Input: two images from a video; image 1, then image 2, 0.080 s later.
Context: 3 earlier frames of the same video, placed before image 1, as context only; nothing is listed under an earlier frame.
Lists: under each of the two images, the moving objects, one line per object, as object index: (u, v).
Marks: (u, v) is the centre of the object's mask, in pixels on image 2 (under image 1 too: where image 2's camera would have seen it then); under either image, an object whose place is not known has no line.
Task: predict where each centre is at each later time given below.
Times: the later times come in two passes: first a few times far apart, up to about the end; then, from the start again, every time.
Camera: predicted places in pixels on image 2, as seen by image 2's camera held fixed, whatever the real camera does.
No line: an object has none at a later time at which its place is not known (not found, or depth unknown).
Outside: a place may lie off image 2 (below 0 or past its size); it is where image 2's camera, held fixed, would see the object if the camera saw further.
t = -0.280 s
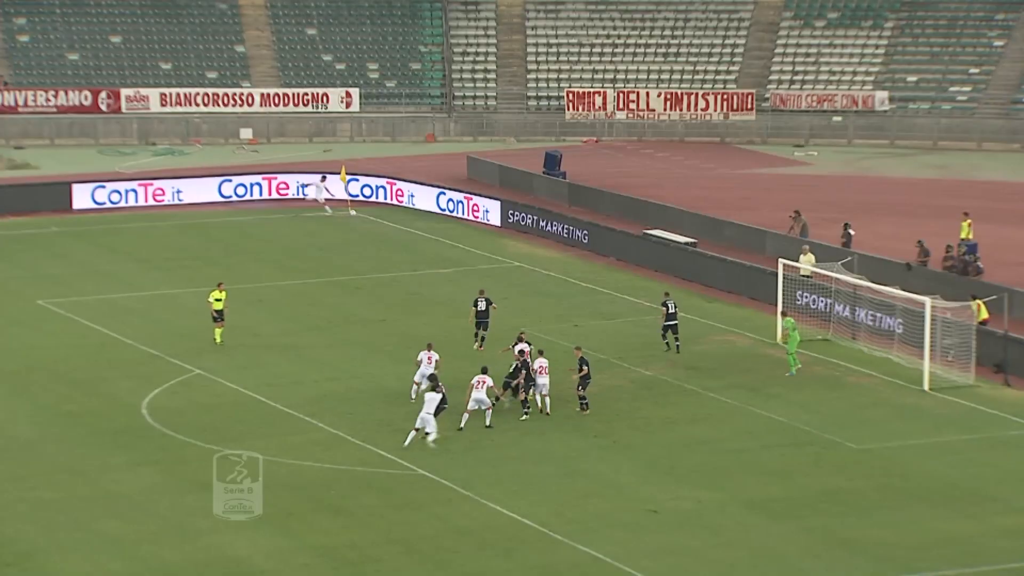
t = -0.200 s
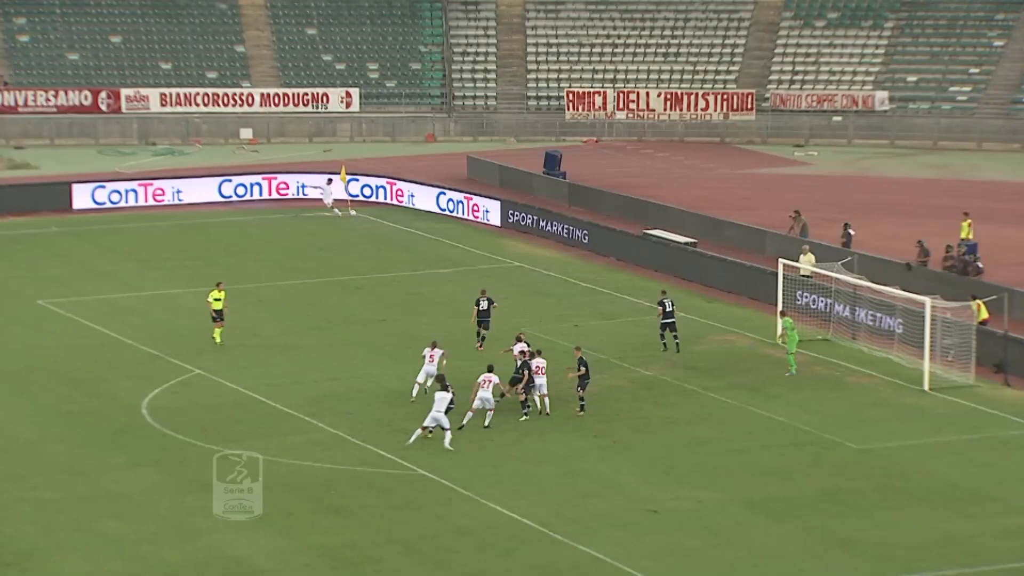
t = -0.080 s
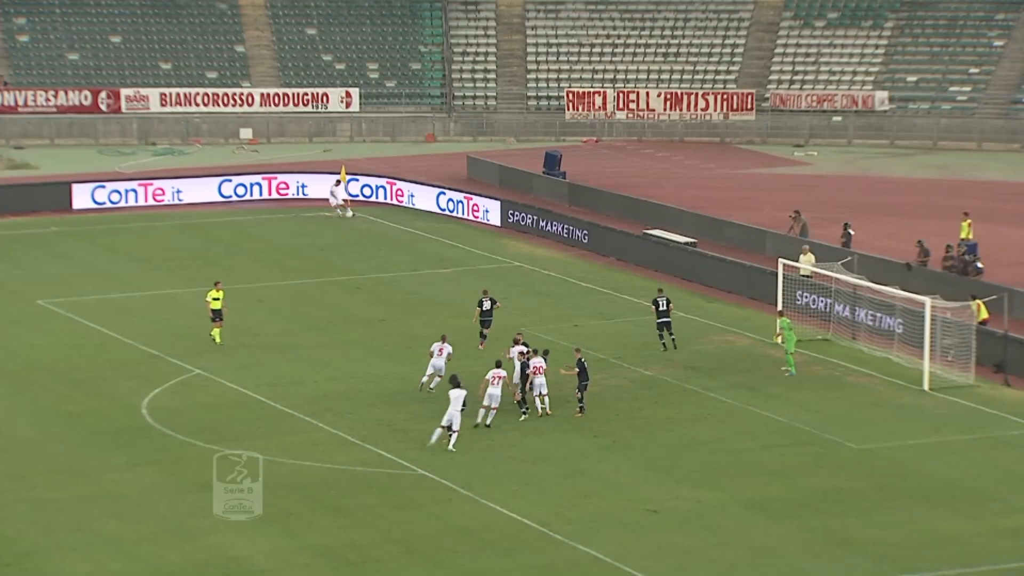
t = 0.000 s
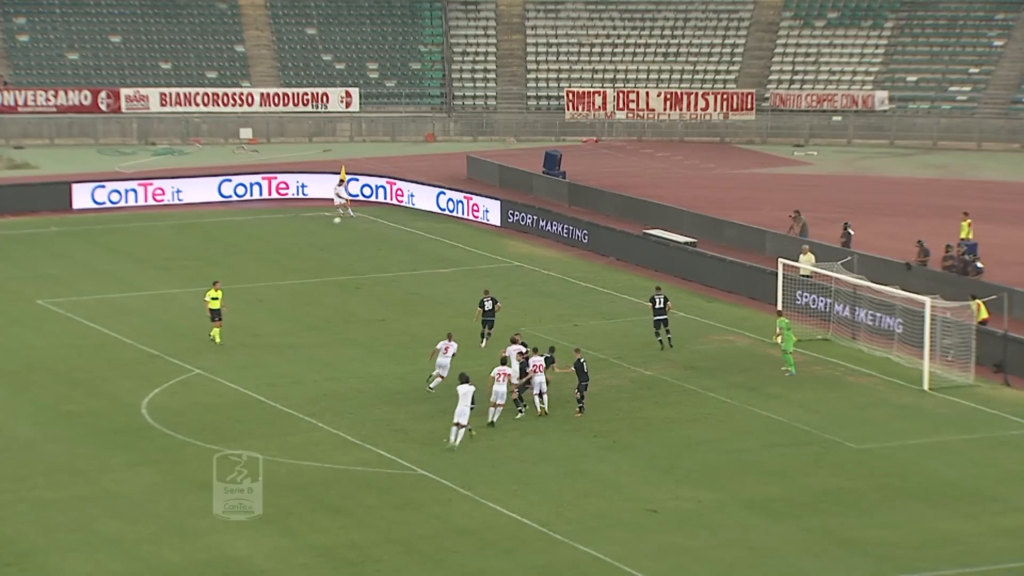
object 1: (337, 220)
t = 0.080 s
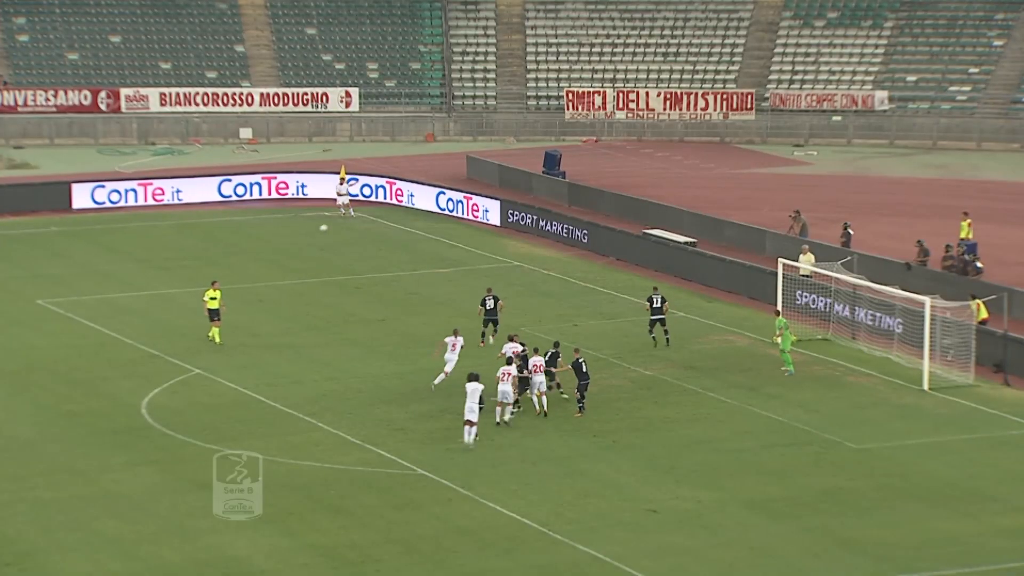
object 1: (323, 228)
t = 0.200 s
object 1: (301, 239)
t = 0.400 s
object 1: (261, 255)
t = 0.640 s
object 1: (208, 273)
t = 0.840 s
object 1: (162, 286)
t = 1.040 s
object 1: (116, 300)
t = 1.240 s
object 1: (71, 311)
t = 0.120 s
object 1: (315, 233)
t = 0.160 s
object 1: (309, 236)
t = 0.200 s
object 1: (301, 239)
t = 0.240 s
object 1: (294, 241)
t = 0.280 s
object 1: (286, 244)
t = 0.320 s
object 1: (277, 247)
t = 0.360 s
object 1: (269, 251)
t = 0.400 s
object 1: (261, 255)
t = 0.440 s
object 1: (252, 259)
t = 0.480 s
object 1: (244, 261)
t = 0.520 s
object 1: (235, 263)
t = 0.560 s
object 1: (226, 266)
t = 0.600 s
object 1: (218, 269)
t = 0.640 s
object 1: (208, 273)
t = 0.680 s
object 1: (198, 277)
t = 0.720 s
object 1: (190, 279)
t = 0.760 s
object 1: (181, 281)
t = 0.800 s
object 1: (172, 283)
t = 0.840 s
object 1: (162, 286)
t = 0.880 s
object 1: (153, 289)
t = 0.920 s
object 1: (143, 293)
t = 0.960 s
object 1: (134, 295)
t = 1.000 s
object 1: (125, 297)
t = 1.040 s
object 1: (116, 300)
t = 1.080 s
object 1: (107, 302)
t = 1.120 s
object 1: (97, 306)
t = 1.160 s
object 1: (88, 308)
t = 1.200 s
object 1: (80, 309)
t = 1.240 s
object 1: (71, 311)
